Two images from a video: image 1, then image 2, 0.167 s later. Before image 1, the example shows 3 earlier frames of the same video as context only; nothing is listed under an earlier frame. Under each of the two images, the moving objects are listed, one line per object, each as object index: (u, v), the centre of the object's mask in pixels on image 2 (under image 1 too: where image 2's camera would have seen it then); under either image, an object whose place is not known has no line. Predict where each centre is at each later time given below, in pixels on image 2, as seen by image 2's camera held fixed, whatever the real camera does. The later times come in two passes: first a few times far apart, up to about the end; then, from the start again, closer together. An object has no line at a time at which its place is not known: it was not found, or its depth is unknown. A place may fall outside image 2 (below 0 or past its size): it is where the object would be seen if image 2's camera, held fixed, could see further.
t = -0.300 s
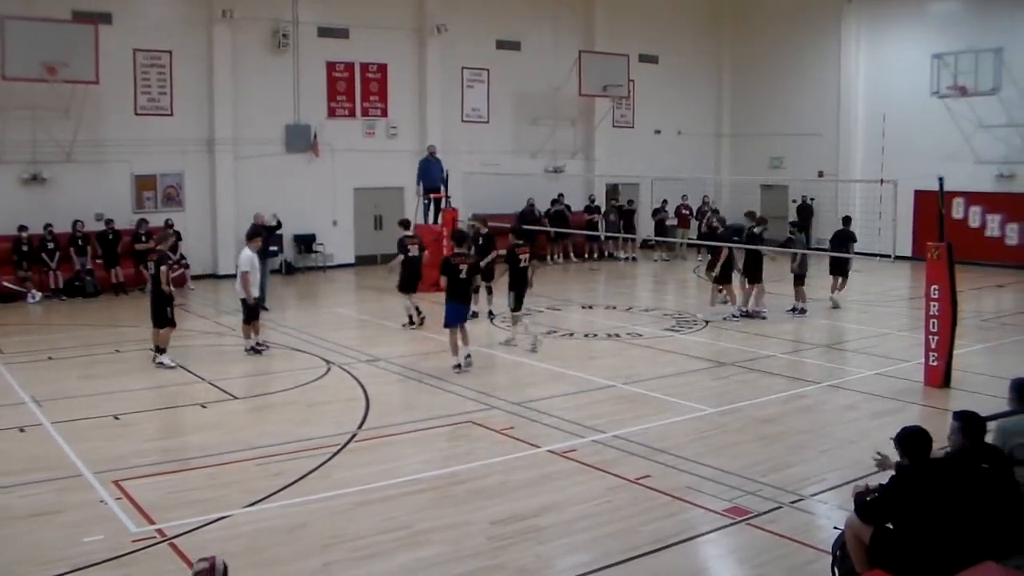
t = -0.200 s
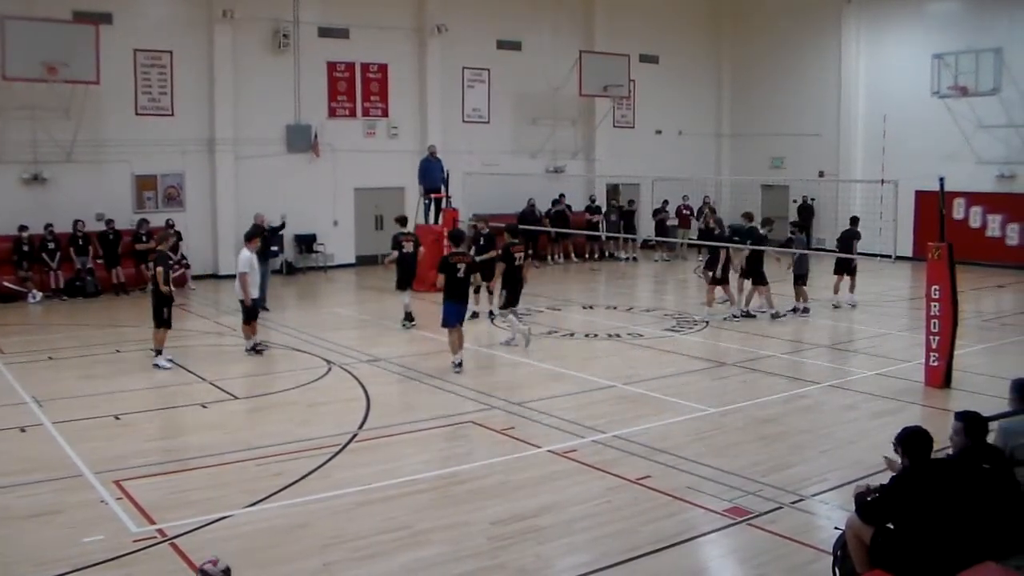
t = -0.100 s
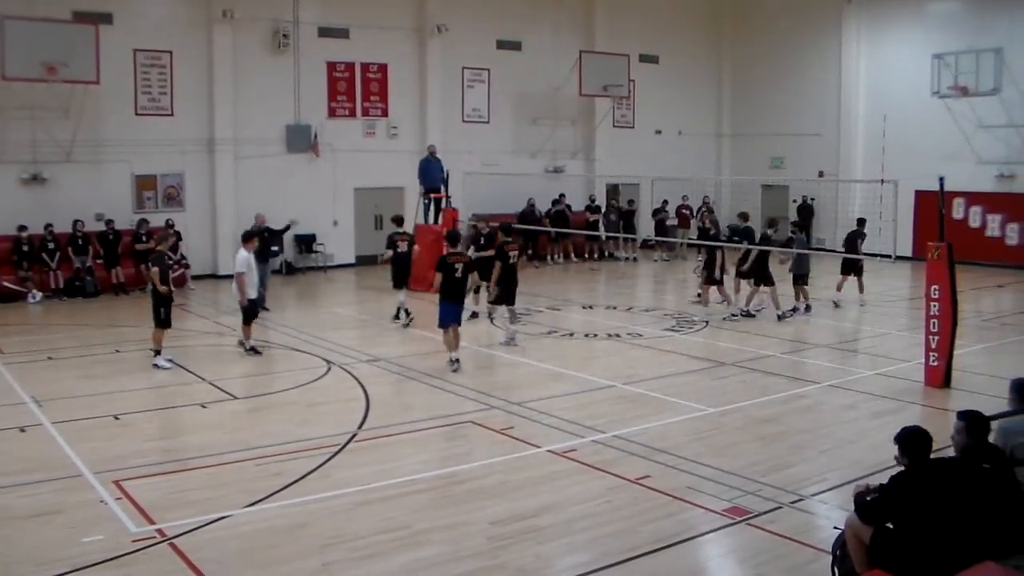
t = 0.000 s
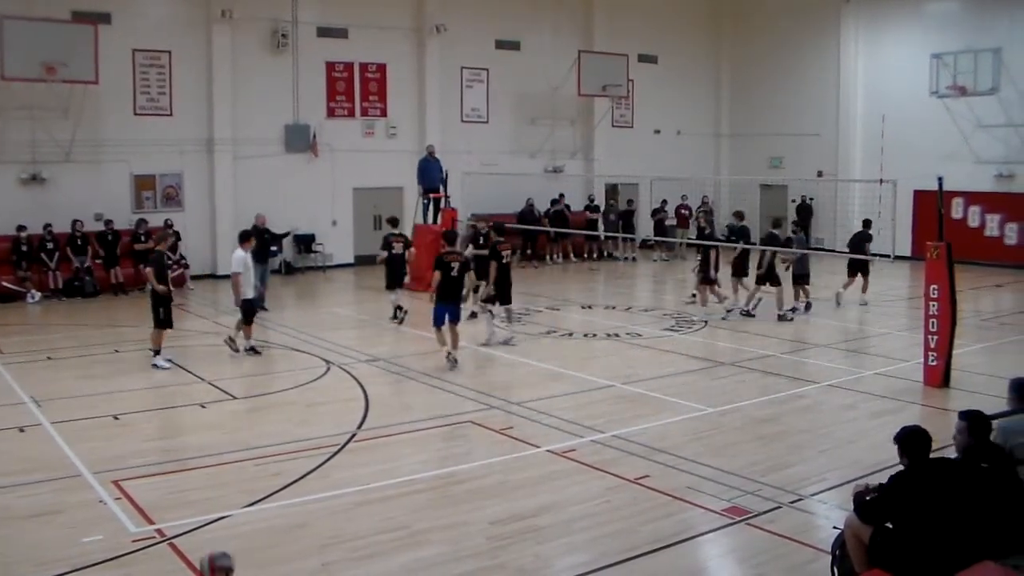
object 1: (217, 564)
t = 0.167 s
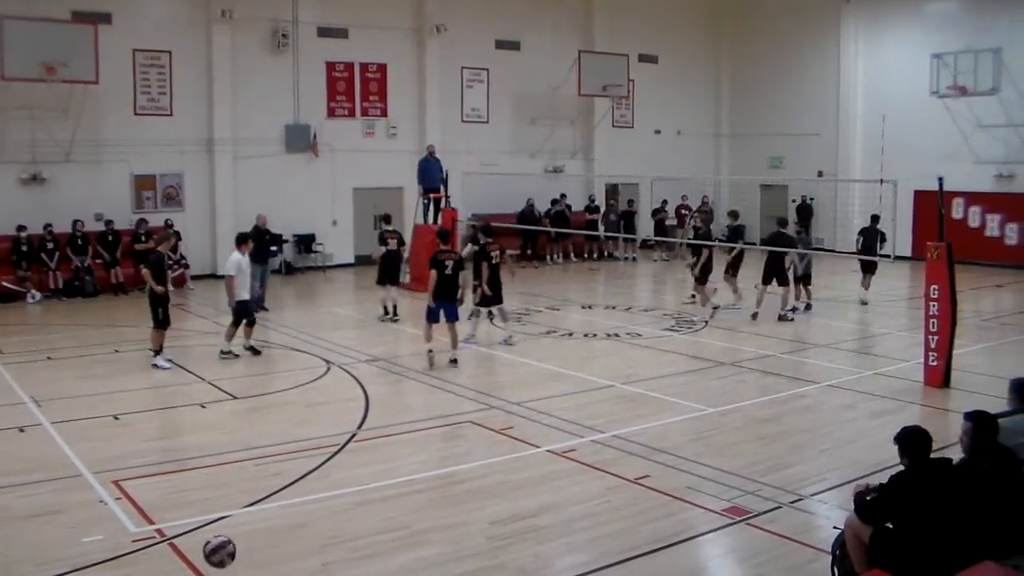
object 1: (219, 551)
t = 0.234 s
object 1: (221, 557)
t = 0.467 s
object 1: (225, 538)
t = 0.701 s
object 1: (231, 538)
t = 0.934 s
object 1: (237, 528)
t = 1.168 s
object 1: (243, 512)
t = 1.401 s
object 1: (249, 502)
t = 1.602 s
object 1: (254, 494)
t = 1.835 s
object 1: (260, 487)
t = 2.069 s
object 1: (265, 480)
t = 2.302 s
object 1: (270, 473)
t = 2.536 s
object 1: (276, 466)
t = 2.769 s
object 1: (282, 458)
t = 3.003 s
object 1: (288, 452)
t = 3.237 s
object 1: (294, 447)
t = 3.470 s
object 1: (301, 440)
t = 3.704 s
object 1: (307, 436)
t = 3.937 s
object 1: (314, 429)
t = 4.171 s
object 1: (321, 424)
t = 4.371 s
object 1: (326, 420)
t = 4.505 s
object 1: (329, 418)
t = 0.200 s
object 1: (220, 554)
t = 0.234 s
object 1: (221, 557)
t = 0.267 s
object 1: (221, 561)
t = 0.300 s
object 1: (222, 565)
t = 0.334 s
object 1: (222, 561)
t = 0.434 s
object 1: (224, 541)
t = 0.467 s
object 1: (225, 538)
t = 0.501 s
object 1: (226, 537)
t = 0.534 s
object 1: (227, 536)
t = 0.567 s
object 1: (228, 537)
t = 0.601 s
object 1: (228, 540)
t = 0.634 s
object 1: (230, 545)
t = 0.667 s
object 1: (231, 547)
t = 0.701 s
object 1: (231, 538)
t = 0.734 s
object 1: (232, 532)
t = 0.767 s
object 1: (232, 528)
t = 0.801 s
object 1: (233, 525)
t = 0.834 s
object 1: (234, 524)
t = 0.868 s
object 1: (235, 524)
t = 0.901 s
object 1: (236, 525)
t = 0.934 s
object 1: (237, 528)
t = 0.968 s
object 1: (238, 532)
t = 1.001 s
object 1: (239, 525)
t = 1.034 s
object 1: (240, 519)
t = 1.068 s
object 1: (240, 515)
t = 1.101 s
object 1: (241, 513)
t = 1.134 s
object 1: (242, 512)
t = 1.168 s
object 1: (243, 512)
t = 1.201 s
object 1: (244, 514)
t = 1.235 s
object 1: (245, 517)
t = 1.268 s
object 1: (246, 513)
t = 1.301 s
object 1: (247, 508)
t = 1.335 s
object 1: (248, 504)
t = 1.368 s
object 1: (248, 502)
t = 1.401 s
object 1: (249, 502)
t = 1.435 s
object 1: (249, 503)
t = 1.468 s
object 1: (251, 505)
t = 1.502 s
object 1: (251, 506)
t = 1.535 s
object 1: (252, 500)
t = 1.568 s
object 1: (253, 496)
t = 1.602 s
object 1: (254, 494)
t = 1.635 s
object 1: (255, 493)
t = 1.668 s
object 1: (256, 494)
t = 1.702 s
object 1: (257, 495)
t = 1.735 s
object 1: (257, 494)
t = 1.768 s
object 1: (258, 489)
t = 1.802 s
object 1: (258, 487)
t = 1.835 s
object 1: (260, 487)
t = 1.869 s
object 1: (261, 487)
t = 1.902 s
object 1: (262, 488)
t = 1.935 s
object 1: (263, 487)
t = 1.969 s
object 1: (264, 483)
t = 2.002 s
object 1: (264, 480)
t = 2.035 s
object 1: (264, 479)
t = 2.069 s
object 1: (265, 480)
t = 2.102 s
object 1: (266, 481)
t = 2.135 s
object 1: (267, 478)
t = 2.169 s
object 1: (268, 475)
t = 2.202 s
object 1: (268, 475)
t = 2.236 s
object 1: (269, 475)
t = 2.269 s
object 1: (270, 475)
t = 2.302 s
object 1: (270, 473)
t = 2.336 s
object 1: (271, 471)
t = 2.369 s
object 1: (272, 470)
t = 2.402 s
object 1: (273, 470)
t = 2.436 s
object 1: (274, 469)
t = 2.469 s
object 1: (274, 466)
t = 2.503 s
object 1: (275, 466)
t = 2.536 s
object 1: (276, 466)
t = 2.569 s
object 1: (277, 466)
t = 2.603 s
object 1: (278, 463)
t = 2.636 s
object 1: (279, 462)
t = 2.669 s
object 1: (280, 462)
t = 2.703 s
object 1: (281, 462)
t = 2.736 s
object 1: (281, 459)
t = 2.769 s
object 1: (282, 458)
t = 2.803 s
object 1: (283, 458)
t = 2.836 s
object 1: (284, 457)
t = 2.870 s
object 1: (284, 456)
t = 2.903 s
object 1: (285, 455)
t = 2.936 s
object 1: (286, 454)
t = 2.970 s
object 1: (287, 453)
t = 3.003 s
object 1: (288, 452)
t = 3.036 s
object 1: (289, 452)
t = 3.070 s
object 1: (290, 451)
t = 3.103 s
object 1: (291, 450)
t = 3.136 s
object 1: (291, 449)
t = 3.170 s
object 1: (292, 448)
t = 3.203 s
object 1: (293, 447)
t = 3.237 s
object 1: (294, 447)
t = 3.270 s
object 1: (295, 446)
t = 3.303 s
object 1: (296, 446)
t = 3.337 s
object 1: (297, 444)
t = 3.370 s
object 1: (298, 443)
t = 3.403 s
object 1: (299, 443)
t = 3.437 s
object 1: (300, 441)
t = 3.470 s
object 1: (301, 440)
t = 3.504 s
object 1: (302, 439)
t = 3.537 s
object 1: (302, 438)
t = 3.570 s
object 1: (303, 438)
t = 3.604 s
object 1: (304, 437)
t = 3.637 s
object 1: (305, 436)
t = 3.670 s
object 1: (306, 436)
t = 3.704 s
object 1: (307, 436)
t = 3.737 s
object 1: (308, 434)
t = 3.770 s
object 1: (309, 433)
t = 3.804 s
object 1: (310, 433)
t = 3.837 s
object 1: (311, 432)
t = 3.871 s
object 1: (312, 431)
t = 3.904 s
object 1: (313, 430)
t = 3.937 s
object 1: (314, 429)
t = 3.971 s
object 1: (314, 429)
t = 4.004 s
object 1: (316, 428)
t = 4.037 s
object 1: (316, 428)
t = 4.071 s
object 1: (318, 427)
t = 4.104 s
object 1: (319, 426)
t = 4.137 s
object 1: (320, 425)
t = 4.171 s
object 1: (321, 424)
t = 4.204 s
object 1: (322, 423)
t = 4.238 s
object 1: (322, 423)
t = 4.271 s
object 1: (323, 422)
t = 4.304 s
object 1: (325, 422)
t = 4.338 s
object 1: (325, 421)
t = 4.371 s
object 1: (326, 420)
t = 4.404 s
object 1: (327, 420)
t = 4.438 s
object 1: (327, 419)
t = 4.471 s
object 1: (328, 418)
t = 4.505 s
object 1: (329, 418)
